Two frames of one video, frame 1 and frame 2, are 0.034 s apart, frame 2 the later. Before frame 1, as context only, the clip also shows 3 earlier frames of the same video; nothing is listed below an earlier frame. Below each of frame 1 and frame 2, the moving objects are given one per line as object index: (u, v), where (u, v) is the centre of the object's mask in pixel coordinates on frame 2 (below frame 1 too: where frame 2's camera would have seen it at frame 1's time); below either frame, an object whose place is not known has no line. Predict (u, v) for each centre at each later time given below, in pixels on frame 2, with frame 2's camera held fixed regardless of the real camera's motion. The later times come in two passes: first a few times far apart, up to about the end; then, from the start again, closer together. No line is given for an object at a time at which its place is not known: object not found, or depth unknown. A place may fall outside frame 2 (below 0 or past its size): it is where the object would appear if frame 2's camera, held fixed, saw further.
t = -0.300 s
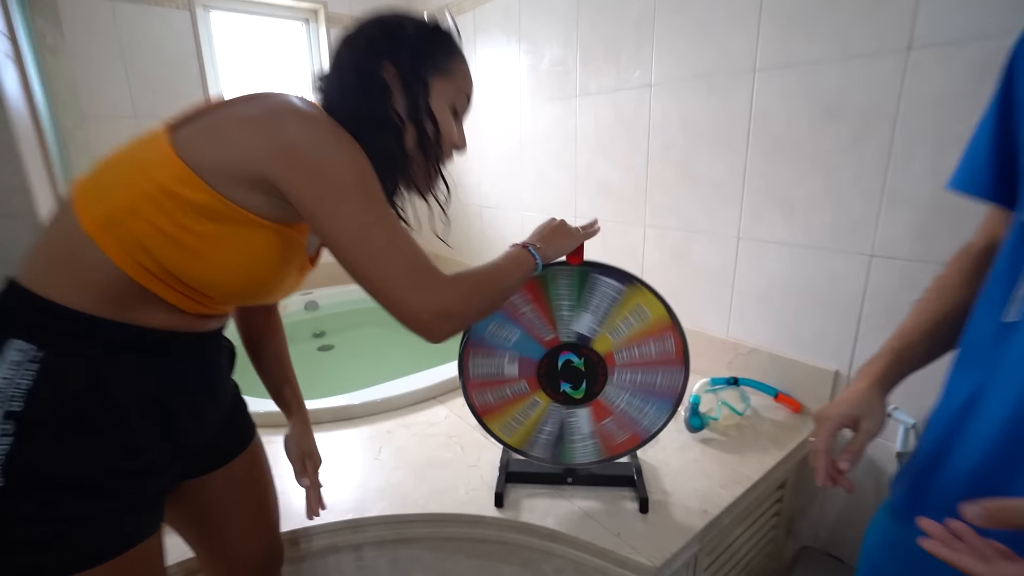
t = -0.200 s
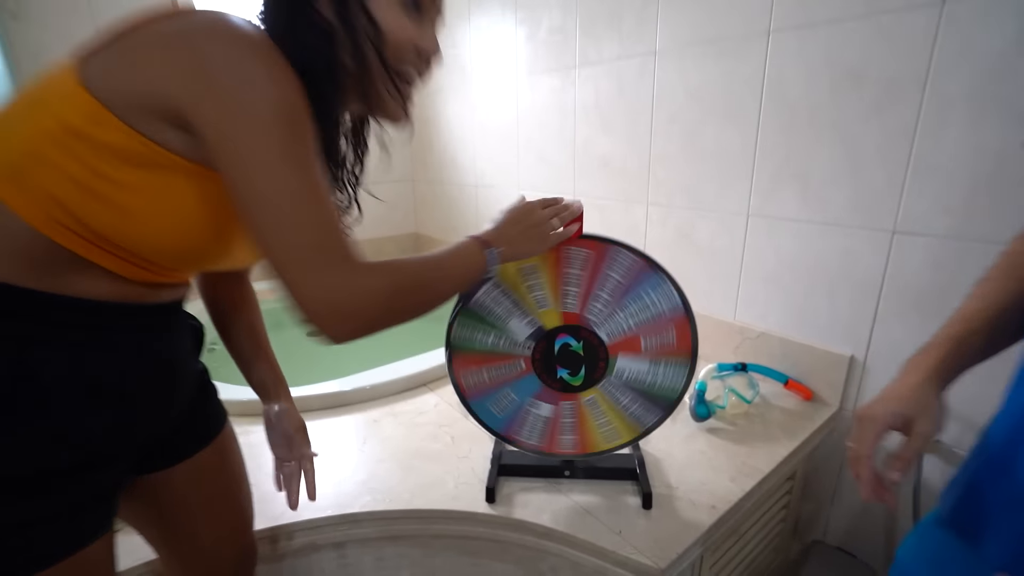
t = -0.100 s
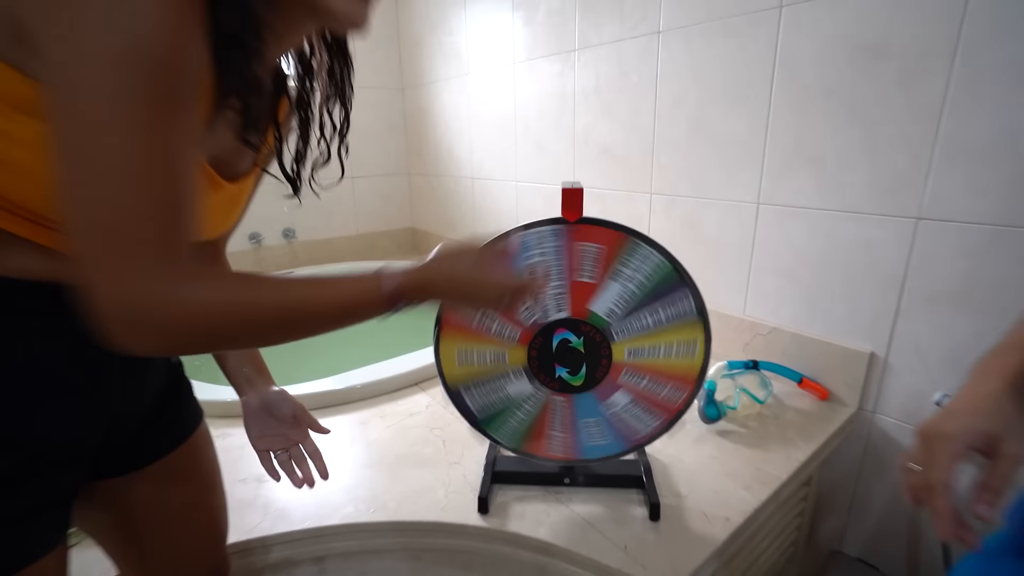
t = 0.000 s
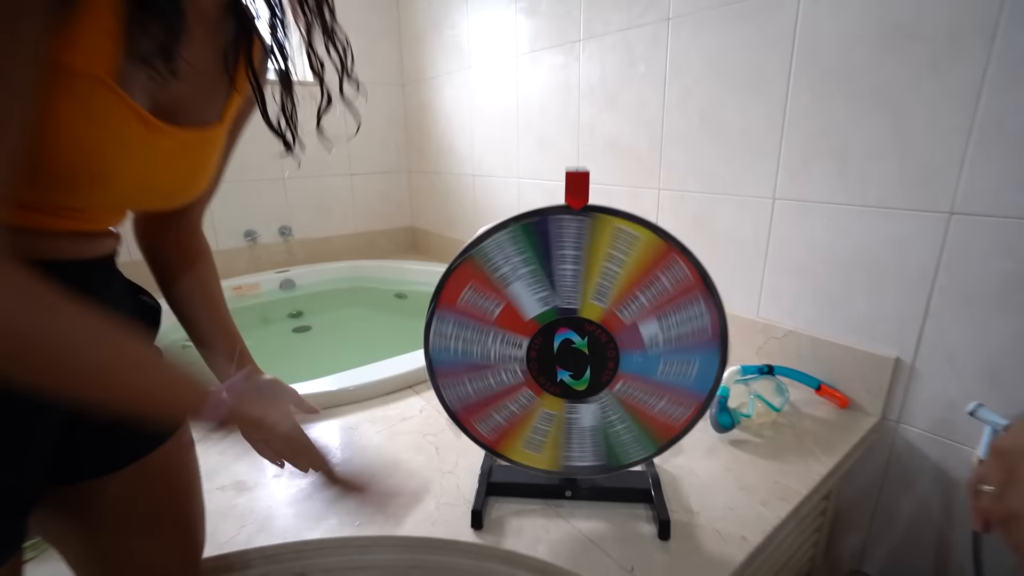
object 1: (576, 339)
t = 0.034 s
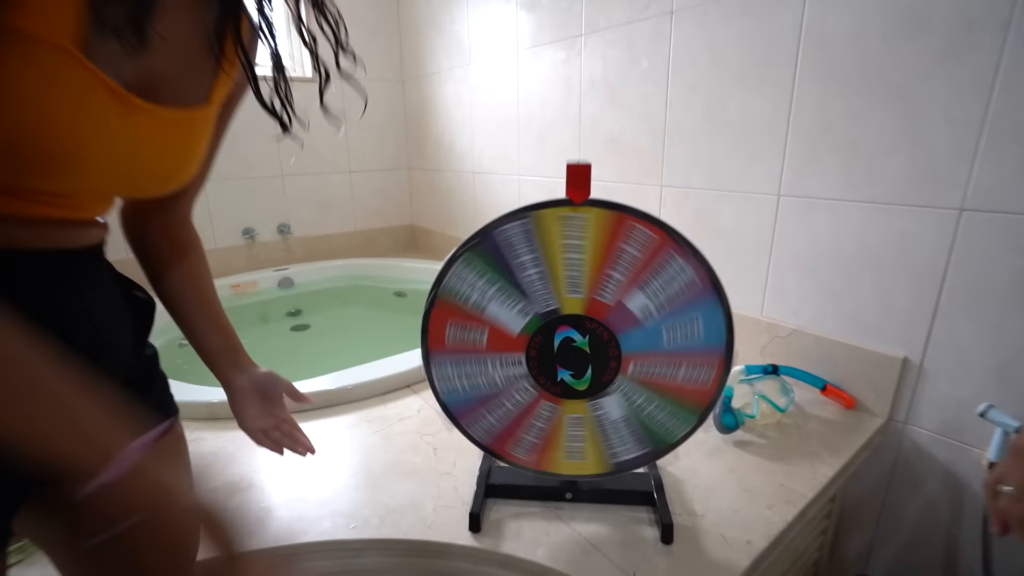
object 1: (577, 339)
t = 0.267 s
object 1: (578, 335)
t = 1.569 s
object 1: (577, 322)
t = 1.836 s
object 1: (576, 321)
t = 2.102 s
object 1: (577, 321)
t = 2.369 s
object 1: (576, 320)
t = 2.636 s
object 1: (576, 320)
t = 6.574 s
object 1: (575, 332)
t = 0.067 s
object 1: (577, 338)
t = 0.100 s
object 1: (578, 337)
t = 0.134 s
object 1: (577, 337)
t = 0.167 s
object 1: (577, 336)
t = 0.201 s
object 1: (577, 336)
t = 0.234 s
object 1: (578, 336)
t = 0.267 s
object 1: (578, 335)
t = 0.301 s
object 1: (578, 334)
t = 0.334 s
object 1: (578, 334)
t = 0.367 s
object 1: (578, 334)
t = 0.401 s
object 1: (578, 334)
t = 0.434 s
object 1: (579, 333)
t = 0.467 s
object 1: (579, 332)
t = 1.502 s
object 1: (577, 321)
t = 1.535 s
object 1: (577, 321)
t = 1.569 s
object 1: (577, 322)
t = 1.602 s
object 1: (577, 321)
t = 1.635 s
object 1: (577, 321)
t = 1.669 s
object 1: (577, 320)
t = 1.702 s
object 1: (577, 320)
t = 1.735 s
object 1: (576, 319)
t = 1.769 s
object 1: (576, 320)
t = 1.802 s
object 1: (576, 321)
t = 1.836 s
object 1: (576, 321)
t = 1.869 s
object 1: (577, 322)
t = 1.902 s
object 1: (577, 321)
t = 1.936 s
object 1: (577, 321)
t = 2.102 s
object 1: (577, 321)
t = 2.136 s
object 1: (577, 321)
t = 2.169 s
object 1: (577, 320)
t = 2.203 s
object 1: (577, 321)
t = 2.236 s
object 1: (576, 320)
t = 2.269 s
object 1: (576, 321)
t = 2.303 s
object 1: (576, 321)
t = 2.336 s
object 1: (576, 321)
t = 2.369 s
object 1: (576, 320)
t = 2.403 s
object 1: (576, 321)
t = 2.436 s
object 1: (576, 320)
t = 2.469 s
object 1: (577, 321)
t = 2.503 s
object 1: (576, 320)
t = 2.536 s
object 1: (576, 320)
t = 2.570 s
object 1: (576, 320)
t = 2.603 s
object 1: (576, 320)
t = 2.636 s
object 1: (576, 320)
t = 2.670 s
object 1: (576, 321)
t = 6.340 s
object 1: (575, 330)
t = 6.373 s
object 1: (575, 330)
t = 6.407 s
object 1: (575, 330)
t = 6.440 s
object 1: (575, 331)
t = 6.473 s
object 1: (575, 331)
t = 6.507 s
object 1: (575, 332)
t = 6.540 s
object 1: (575, 332)
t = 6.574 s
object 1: (575, 332)
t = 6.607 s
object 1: (575, 333)
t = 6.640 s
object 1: (576, 333)
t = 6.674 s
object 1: (576, 333)
